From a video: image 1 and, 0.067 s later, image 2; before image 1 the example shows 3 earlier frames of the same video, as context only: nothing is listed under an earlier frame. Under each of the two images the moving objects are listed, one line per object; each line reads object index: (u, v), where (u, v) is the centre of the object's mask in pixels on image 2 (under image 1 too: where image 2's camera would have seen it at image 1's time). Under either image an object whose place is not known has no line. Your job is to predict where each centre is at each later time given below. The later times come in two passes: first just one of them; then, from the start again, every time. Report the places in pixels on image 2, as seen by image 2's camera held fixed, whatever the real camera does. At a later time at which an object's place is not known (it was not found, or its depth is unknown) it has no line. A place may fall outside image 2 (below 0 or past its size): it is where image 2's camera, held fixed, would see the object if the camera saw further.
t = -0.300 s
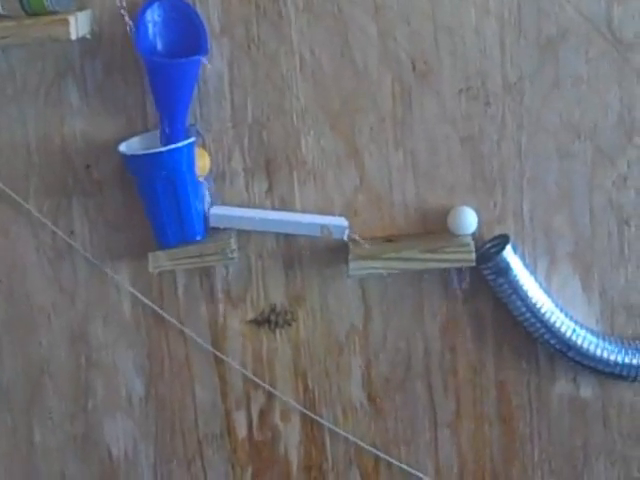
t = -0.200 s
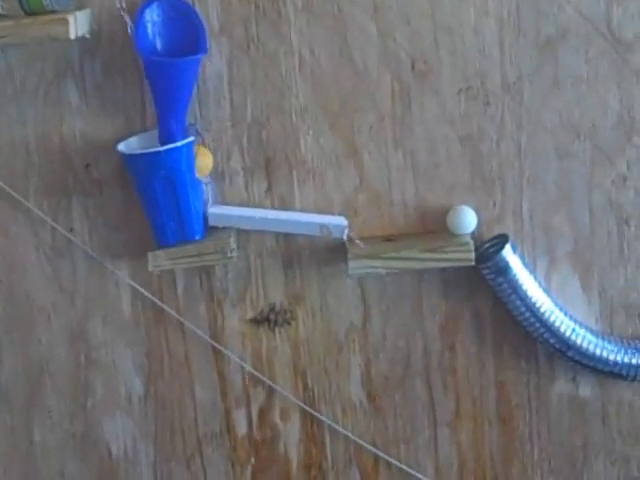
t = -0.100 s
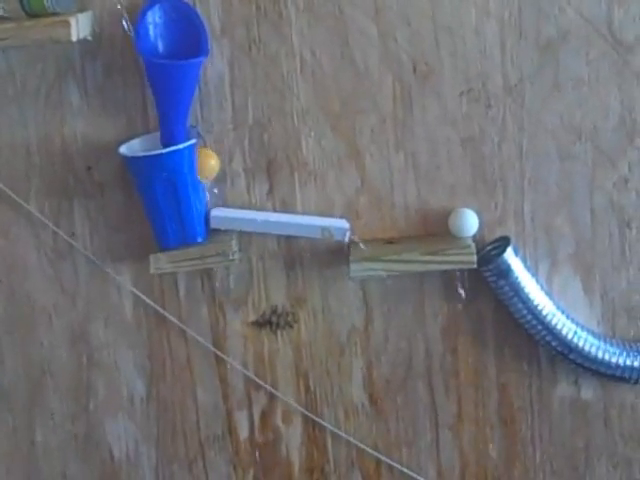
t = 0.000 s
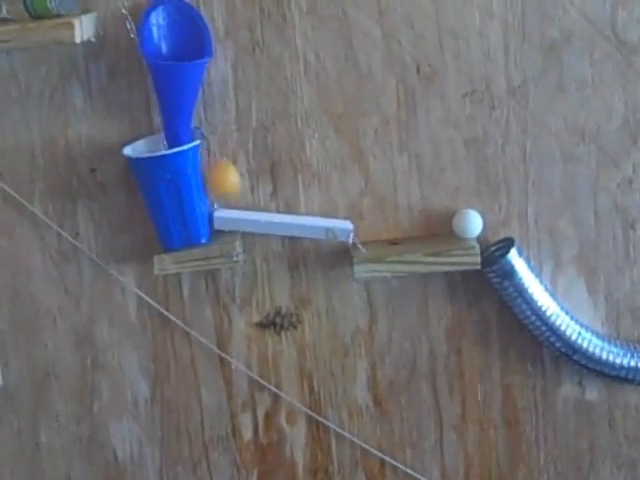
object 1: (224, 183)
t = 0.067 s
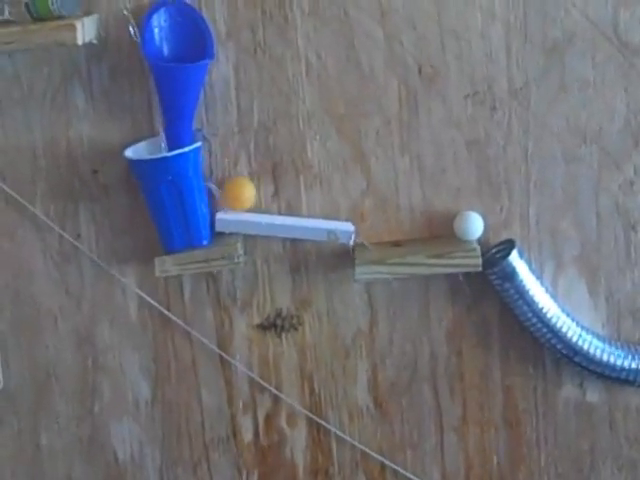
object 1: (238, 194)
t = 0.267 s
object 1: (287, 201)
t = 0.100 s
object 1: (244, 194)
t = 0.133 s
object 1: (252, 195)
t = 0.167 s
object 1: (260, 196)
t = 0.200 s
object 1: (269, 197)
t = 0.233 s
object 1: (277, 198)
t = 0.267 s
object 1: (287, 201)
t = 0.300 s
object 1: (297, 204)
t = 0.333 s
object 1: (309, 205)
